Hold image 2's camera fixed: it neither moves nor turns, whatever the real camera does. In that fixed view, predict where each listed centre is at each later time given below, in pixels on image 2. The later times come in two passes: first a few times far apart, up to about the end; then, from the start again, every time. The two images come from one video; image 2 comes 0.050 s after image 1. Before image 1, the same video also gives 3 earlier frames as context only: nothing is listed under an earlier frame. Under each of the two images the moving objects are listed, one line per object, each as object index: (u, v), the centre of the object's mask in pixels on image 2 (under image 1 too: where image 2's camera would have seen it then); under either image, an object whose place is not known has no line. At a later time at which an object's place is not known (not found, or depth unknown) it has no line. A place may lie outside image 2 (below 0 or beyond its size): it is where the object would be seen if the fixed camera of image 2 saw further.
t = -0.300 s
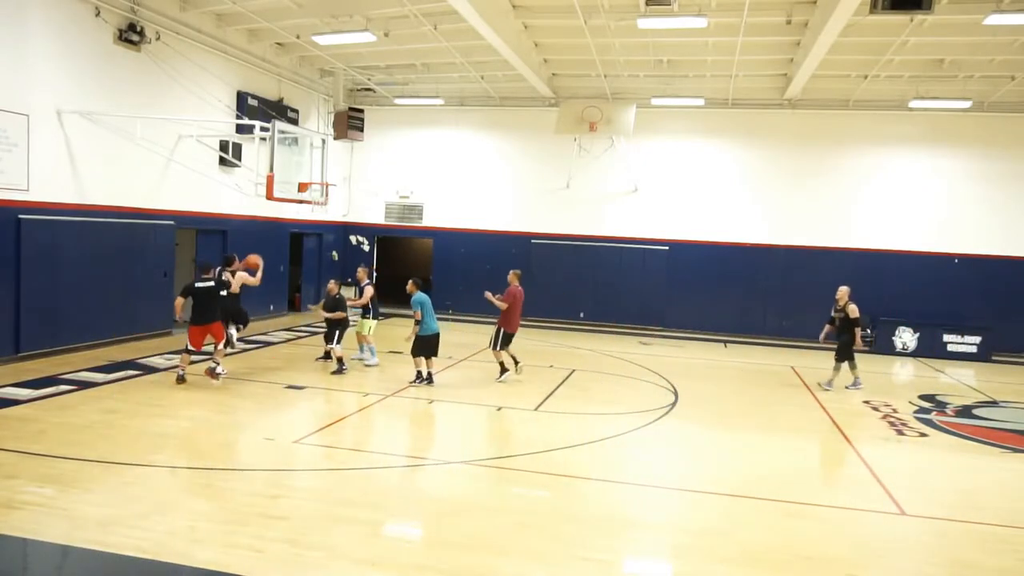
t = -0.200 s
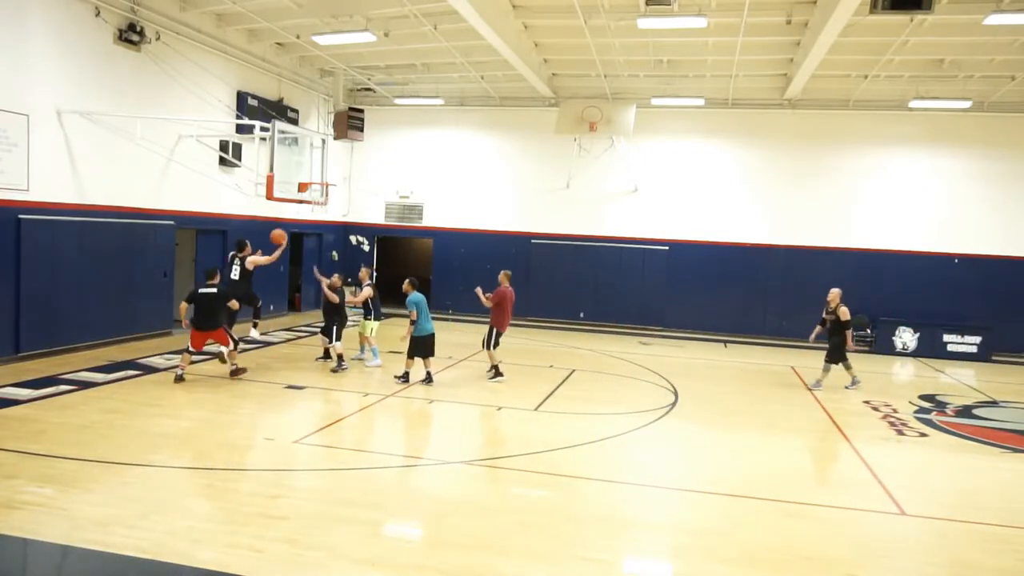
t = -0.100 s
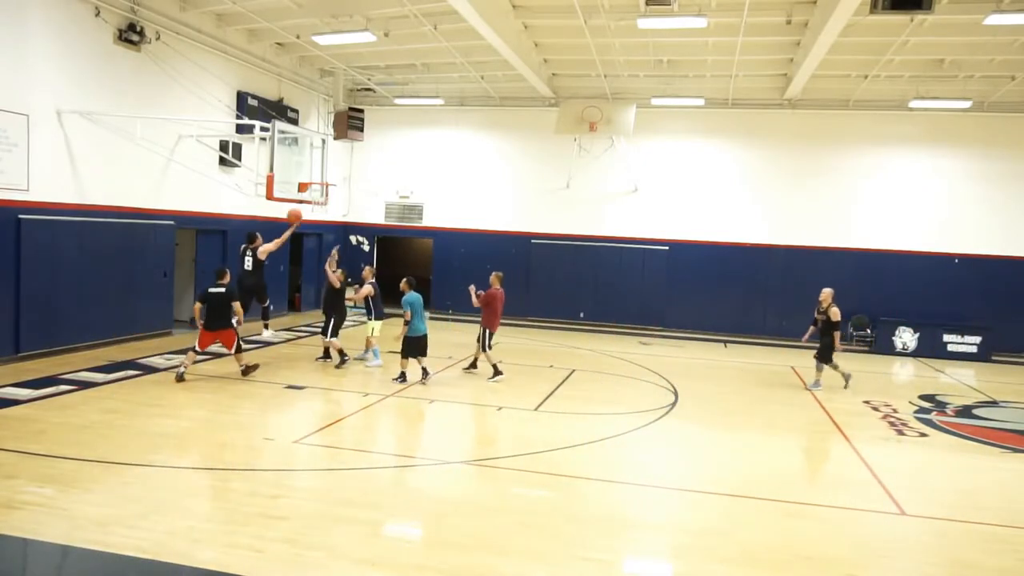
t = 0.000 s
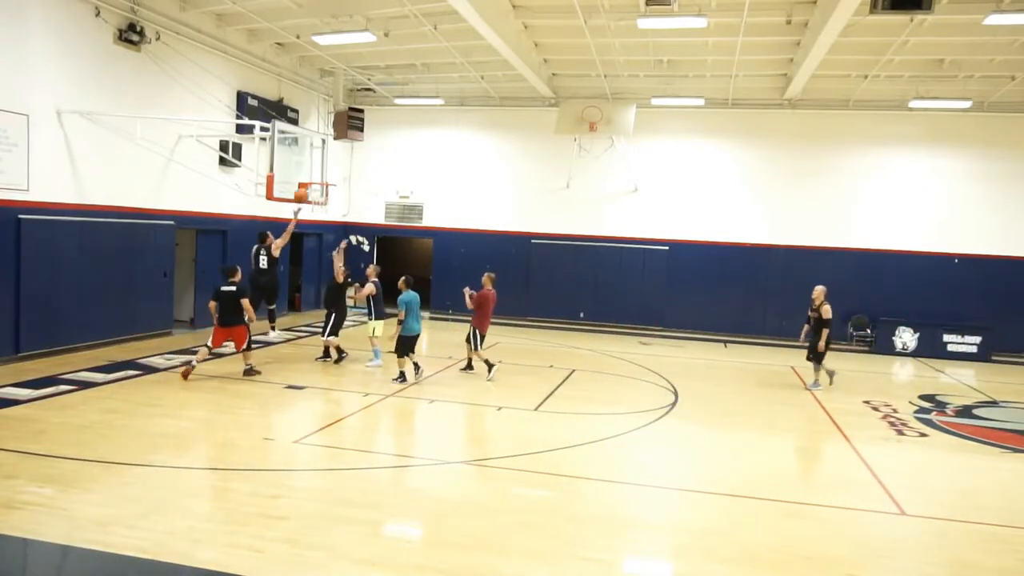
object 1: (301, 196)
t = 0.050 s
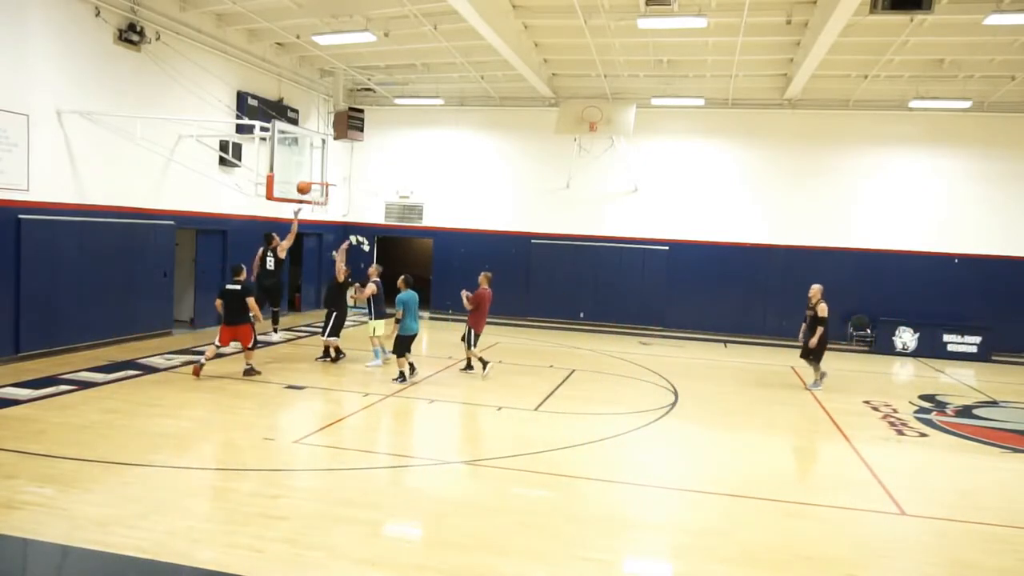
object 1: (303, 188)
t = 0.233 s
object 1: (312, 172)
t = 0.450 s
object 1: (320, 178)
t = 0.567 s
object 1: (324, 192)
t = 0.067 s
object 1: (304, 186)
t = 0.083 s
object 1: (304, 185)
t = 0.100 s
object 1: (306, 182)
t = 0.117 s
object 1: (307, 180)
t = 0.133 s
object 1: (308, 178)
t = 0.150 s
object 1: (308, 176)
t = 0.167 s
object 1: (309, 176)
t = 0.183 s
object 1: (309, 174)
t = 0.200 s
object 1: (310, 173)
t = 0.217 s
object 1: (311, 173)
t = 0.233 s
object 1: (312, 172)
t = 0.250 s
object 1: (312, 172)
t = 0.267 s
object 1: (312, 171)
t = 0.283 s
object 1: (313, 171)
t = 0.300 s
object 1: (314, 171)
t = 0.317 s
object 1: (314, 172)
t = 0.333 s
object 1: (315, 172)
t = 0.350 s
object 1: (316, 173)
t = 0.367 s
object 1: (316, 173)
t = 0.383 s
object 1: (317, 174)
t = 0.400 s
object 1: (318, 175)
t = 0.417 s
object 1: (318, 176)
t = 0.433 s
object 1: (319, 177)
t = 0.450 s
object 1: (320, 178)
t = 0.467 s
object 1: (320, 180)
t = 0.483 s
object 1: (321, 182)
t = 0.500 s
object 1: (321, 185)
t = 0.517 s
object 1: (321, 186)
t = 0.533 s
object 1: (323, 189)
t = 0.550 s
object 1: (323, 191)
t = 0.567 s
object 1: (324, 192)
